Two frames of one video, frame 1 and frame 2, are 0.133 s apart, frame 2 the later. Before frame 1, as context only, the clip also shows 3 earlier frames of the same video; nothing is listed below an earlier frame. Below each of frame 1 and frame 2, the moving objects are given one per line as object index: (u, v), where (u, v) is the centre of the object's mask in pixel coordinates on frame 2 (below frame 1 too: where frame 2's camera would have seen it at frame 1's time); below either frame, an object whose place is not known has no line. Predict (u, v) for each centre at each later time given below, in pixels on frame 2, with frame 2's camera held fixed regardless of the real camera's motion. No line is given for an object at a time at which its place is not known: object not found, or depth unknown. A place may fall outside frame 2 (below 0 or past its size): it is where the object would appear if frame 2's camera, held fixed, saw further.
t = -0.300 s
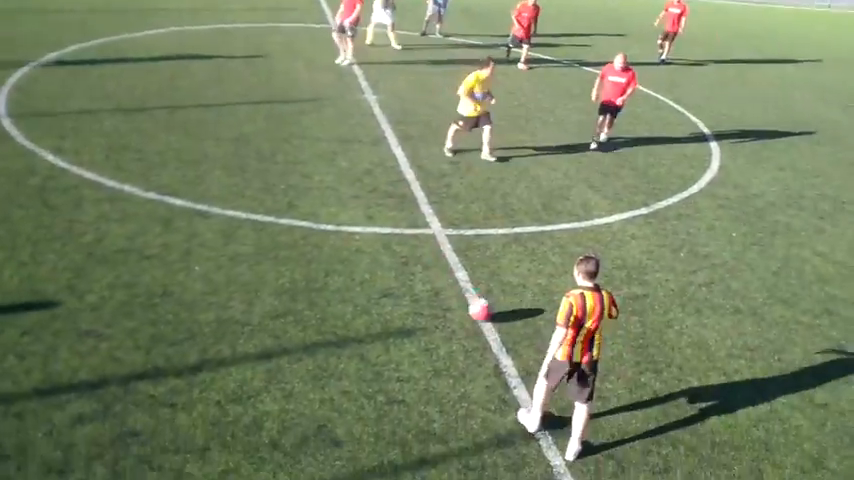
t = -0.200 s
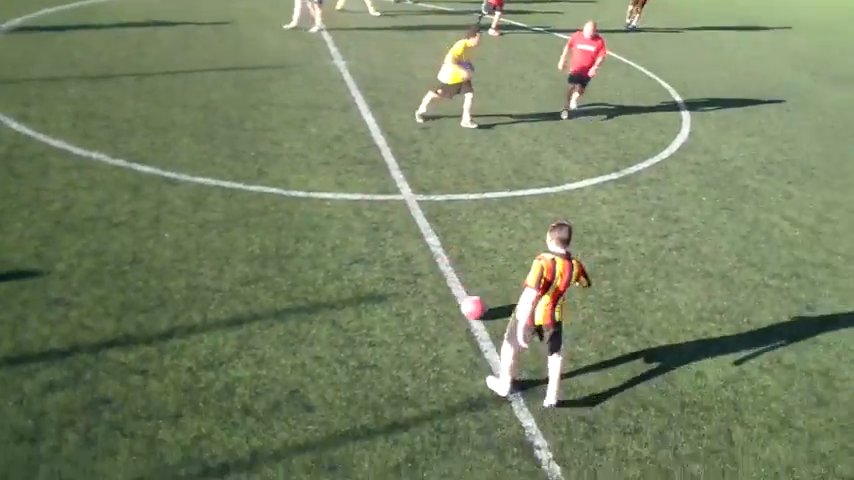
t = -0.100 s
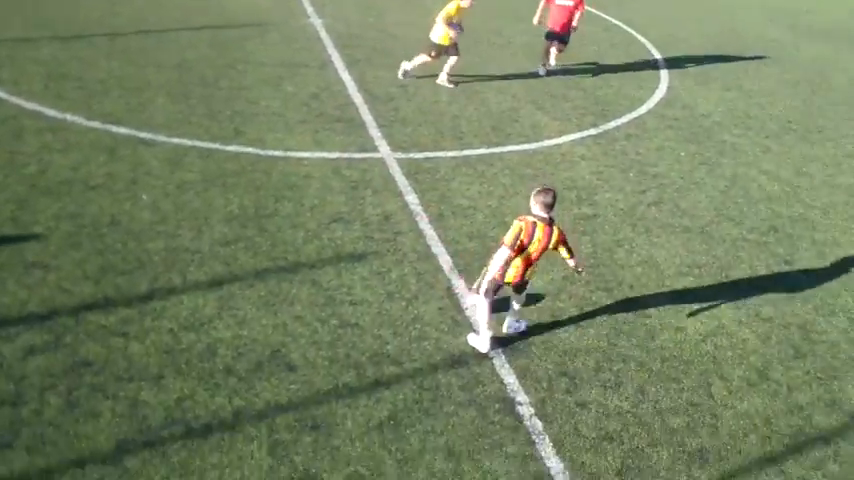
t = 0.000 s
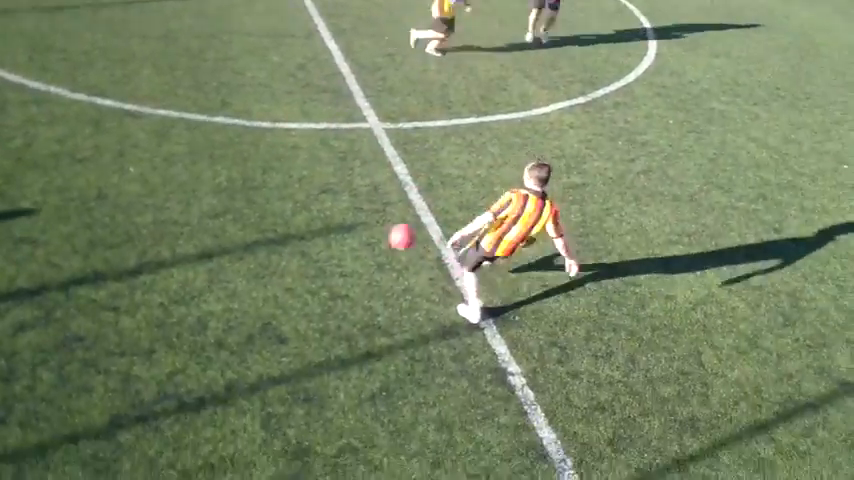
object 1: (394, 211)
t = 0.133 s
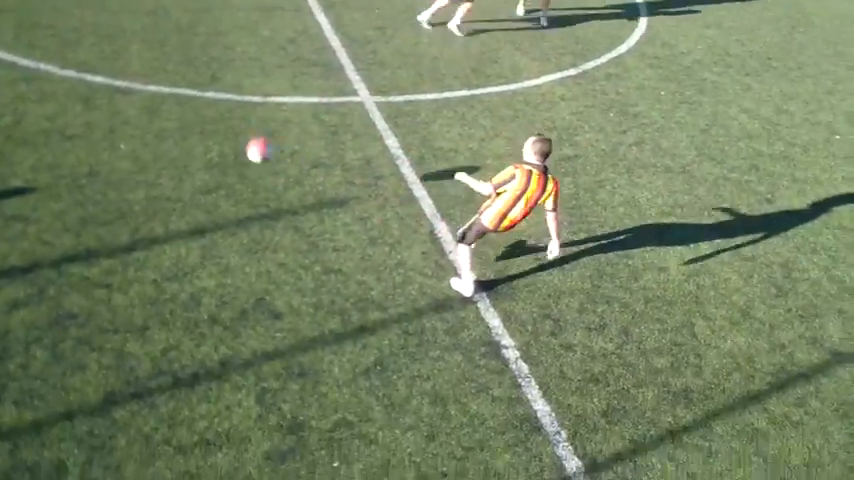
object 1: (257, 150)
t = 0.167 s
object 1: (225, 138)
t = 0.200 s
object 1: (193, 127)
